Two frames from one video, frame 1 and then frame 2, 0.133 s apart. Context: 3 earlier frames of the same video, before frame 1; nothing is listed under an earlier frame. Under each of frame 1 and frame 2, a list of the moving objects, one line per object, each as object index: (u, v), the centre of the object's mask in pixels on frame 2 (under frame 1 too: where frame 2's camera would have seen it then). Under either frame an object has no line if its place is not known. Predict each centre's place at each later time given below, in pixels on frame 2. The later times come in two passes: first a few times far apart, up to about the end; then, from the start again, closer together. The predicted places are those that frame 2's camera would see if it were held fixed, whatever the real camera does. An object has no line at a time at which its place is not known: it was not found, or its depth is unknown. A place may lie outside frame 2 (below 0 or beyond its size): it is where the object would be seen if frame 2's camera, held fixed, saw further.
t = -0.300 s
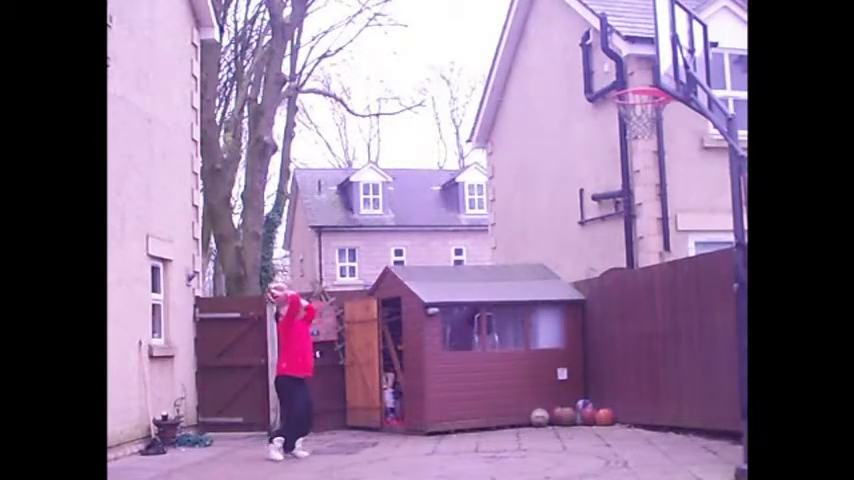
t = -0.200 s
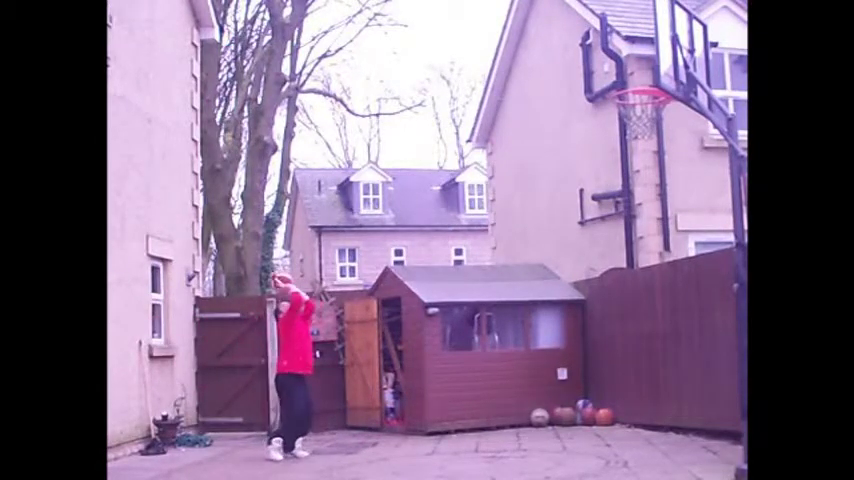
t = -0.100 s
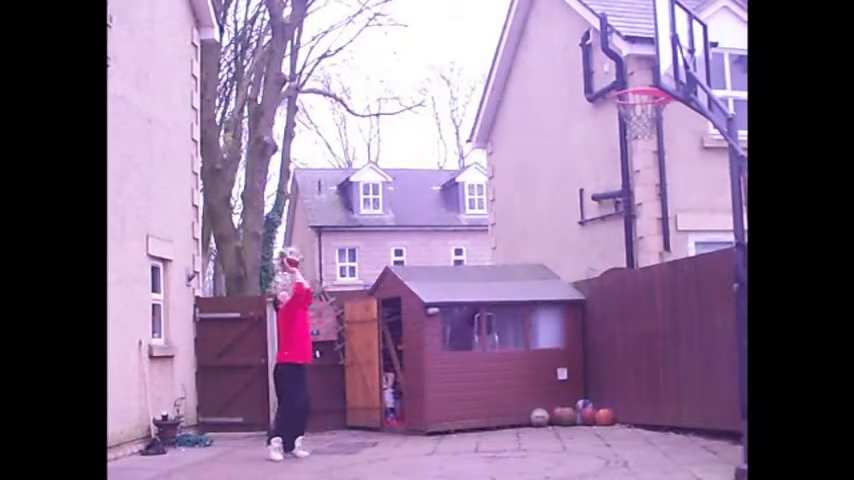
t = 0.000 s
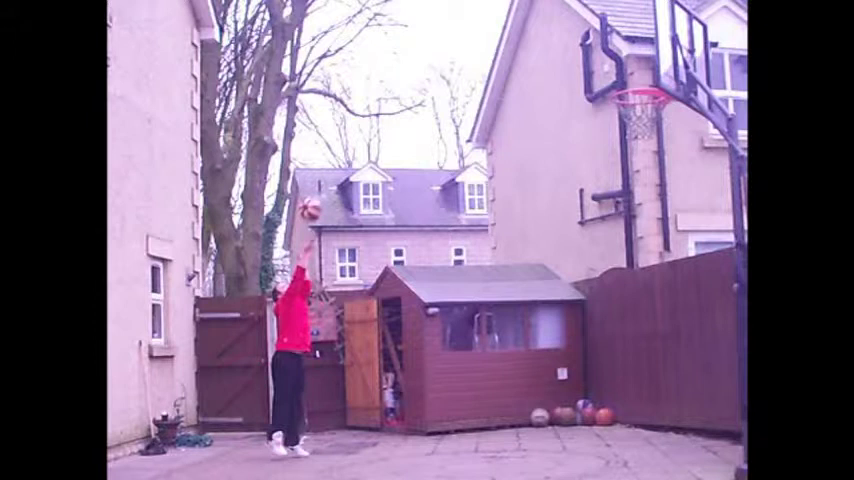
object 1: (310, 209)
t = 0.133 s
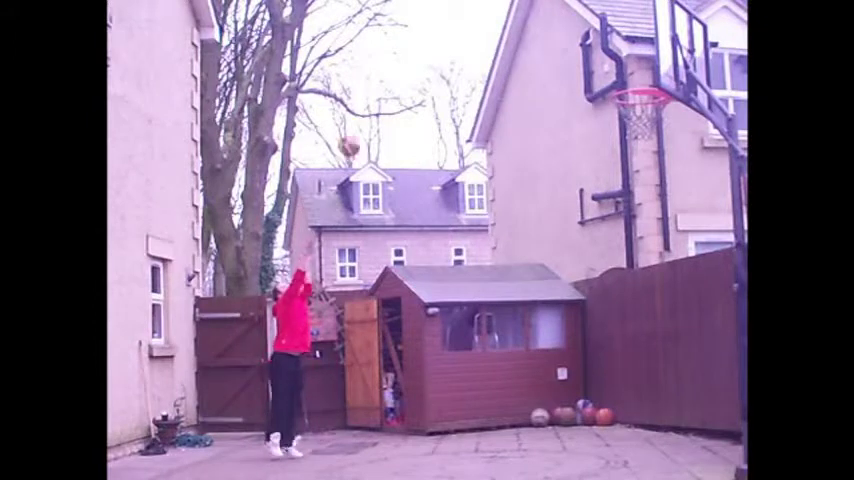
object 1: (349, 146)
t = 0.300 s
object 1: (400, 86)
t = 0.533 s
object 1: (481, 44)
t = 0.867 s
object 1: (617, 77)
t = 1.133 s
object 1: (642, 116)
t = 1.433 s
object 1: (637, 158)
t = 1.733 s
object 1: (653, 290)
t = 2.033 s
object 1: (670, 410)
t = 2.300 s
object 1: (682, 295)
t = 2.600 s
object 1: (701, 265)
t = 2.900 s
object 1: (723, 332)
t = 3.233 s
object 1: (737, 398)
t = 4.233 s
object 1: (735, 398)
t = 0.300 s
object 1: (400, 86)
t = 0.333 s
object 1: (411, 77)
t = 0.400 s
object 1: (433, 62)
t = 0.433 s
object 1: (445, 56)
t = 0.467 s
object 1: (456, 51)
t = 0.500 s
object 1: (468, 47)
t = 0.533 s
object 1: (481, 44)
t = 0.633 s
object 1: (518, 40)
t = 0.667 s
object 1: (531, 42)
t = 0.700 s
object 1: (544, 46)
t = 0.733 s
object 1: (557, 51)
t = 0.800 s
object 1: (586, 59)
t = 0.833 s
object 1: (600, 68)
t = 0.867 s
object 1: (617, 77)
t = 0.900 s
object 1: (627, 89)
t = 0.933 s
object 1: (644, 104)
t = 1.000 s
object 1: (661, 113)
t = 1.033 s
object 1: (659, 113)
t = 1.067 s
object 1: (656, 115)
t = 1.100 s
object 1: (650, 112)
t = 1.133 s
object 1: (642, 116)
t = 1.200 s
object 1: (635, 118)
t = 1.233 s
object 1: (634, 122)
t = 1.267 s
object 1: (633, 126)
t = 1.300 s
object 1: (633, 135)
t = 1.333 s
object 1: (633, 138)
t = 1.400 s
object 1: (637, 149)
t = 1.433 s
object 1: (637, 158)
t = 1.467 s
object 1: (639, 169)
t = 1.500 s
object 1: (640, 179)
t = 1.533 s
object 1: (642, 191)
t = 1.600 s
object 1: (646, 220)
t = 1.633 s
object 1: (649, 236)
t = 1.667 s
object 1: (650, 253)
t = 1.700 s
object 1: (653, 271)
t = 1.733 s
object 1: (653, 290)
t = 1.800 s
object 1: (657, 333)
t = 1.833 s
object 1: (659, 357)
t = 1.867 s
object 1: (661, 380)
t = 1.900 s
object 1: (663, 405)
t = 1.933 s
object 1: (664, 431)
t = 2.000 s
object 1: (668, 431)
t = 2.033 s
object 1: (670, 410)
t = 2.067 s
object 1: (671, 391)
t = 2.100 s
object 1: (672, 373)
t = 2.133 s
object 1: (674, 356)
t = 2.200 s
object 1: (677, 326)
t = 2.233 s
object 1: (680, 317)
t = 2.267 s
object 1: (681, 304)
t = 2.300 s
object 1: (682, 295)
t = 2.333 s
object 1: (685, 286)
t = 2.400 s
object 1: (689, 273)
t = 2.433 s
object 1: (691, 268)
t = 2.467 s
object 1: (693, 266)
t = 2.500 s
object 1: (695, 263)
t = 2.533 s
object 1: (697, 262)
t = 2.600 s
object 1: (701, 265)
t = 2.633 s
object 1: (703, 267)
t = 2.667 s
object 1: (706, 270)
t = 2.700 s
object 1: (707, 275)
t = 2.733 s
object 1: (711, 281)
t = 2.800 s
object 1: (715, 297)
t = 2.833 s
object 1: (718, 306)
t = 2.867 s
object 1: (721, 317)
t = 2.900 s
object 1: (723, 332)
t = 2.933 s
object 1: (726, 346)
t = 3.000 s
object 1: (729, 375)
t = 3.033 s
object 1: (730, 393)
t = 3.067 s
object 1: (732, 412)
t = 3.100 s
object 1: (735, 431)
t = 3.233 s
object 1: (737, 398)
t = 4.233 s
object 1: (735, 398)
